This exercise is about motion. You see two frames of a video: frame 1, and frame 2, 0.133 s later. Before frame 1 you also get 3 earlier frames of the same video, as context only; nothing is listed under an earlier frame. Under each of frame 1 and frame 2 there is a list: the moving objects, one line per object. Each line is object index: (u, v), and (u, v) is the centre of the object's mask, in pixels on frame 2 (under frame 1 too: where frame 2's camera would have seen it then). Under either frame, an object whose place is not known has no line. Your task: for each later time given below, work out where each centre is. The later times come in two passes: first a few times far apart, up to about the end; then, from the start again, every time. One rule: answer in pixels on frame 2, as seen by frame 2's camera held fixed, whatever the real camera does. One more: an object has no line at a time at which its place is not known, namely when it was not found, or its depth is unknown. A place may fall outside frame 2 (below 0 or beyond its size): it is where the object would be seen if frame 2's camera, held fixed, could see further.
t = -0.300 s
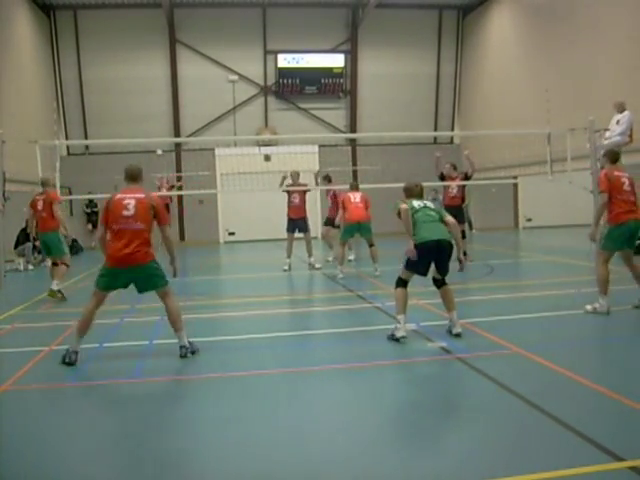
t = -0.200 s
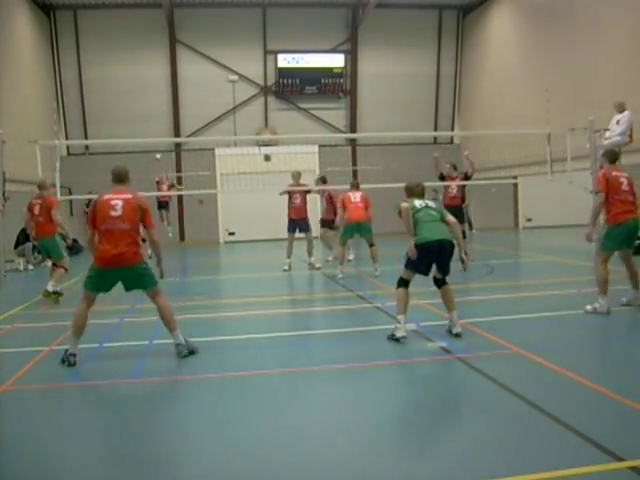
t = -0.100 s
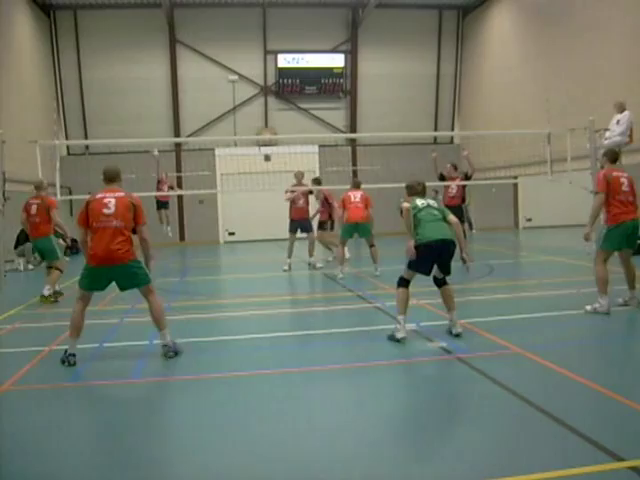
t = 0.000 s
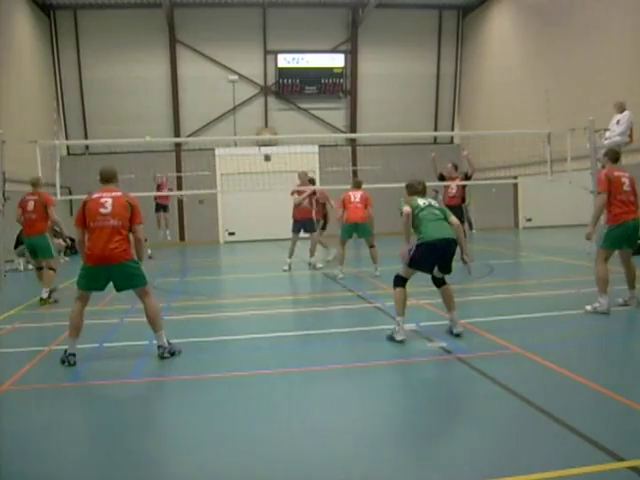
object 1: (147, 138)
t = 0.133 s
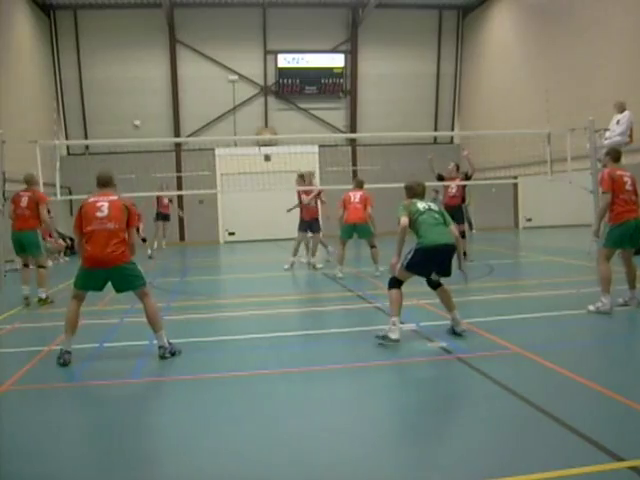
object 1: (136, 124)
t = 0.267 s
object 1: (124, 114)
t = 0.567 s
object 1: (83, 123)
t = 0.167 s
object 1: (133, 122)
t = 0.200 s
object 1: (129, 119)
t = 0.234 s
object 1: (127, 116)
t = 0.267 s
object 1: (124, 114)
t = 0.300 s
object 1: (119, 113)
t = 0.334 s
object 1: (116, 112)
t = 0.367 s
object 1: (113, 110)
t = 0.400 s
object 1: (107, 111)
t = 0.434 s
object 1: (102, 112)
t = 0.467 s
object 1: (98, 114)
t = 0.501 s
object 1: (93, 116)
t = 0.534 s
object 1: (88, 118)
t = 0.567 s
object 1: (83, 123)
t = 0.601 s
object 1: (77, 128)
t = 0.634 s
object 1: (70, 136)
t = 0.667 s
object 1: (64, 142)
